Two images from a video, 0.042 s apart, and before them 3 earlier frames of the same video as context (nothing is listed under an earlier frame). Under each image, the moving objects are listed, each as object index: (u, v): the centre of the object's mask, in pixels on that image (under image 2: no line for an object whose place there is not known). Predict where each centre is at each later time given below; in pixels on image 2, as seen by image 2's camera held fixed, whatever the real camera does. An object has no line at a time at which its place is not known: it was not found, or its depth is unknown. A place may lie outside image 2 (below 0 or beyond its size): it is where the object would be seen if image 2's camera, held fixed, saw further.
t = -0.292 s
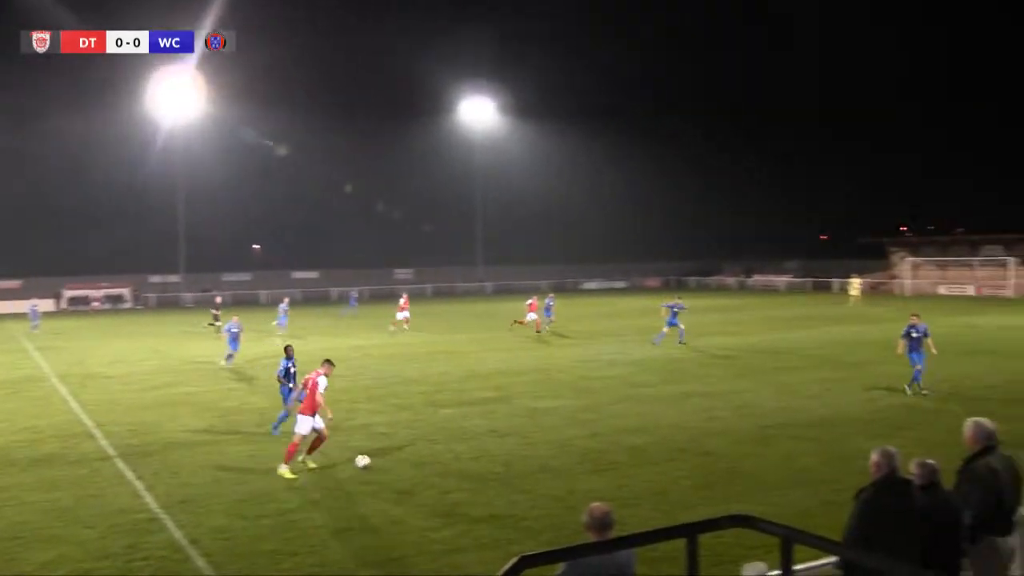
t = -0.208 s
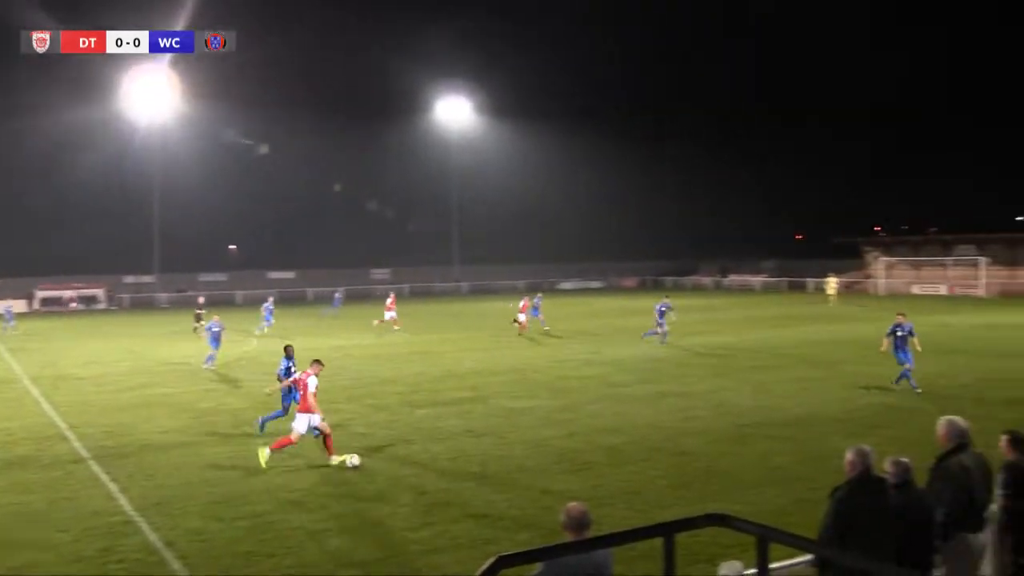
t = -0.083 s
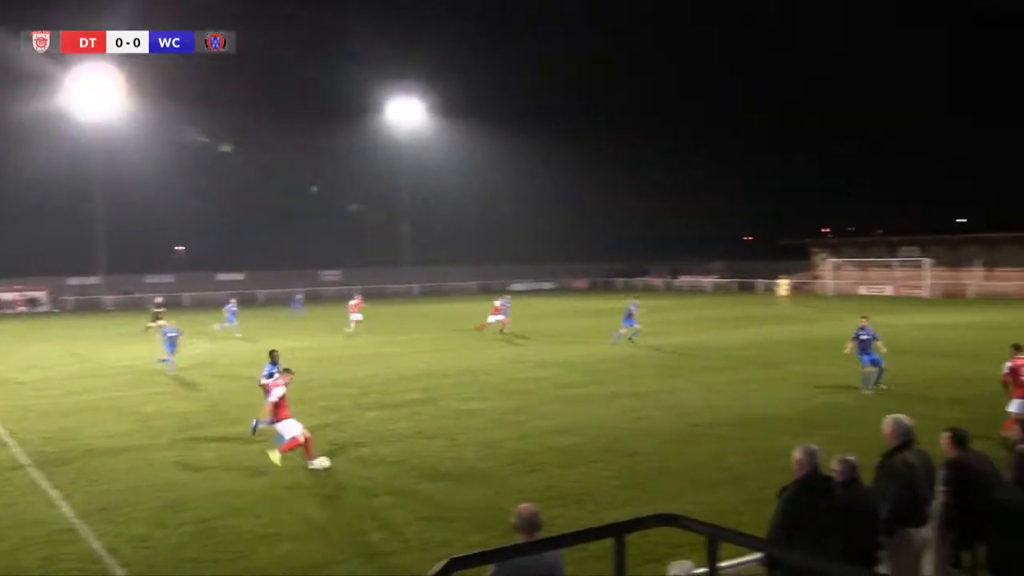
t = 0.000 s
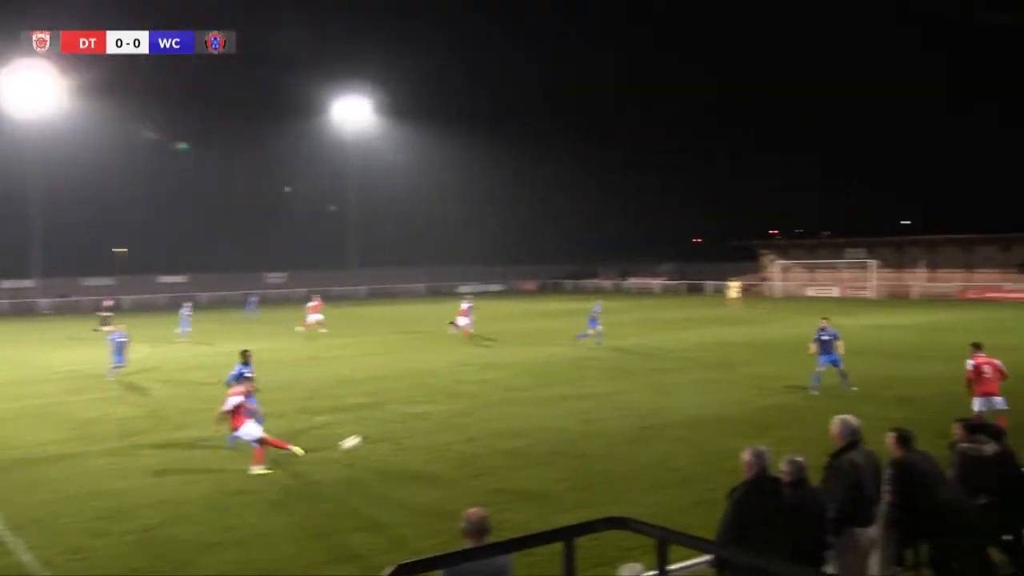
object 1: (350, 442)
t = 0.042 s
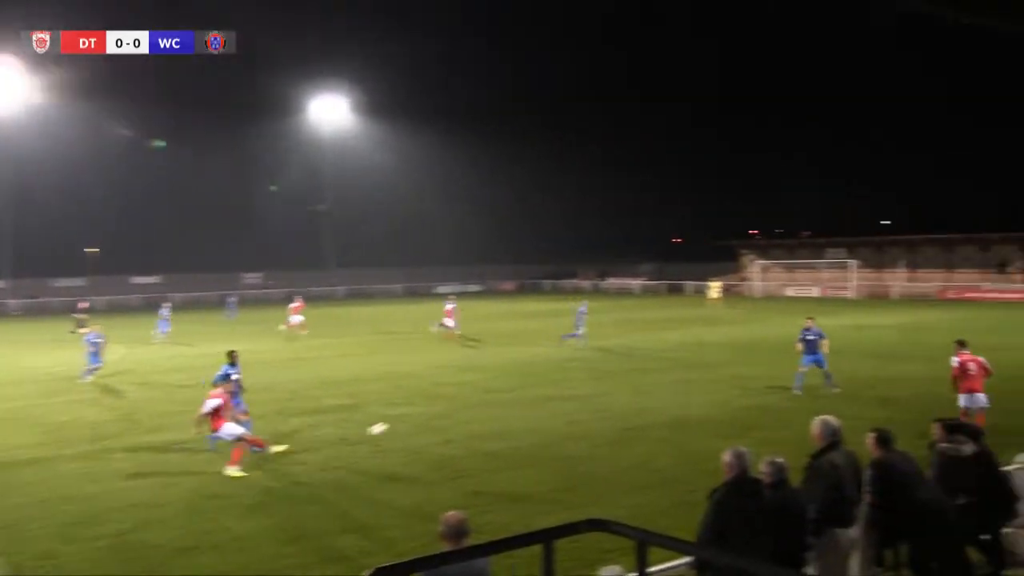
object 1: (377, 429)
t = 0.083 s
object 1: (424, 416)
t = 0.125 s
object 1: (466, 404)
